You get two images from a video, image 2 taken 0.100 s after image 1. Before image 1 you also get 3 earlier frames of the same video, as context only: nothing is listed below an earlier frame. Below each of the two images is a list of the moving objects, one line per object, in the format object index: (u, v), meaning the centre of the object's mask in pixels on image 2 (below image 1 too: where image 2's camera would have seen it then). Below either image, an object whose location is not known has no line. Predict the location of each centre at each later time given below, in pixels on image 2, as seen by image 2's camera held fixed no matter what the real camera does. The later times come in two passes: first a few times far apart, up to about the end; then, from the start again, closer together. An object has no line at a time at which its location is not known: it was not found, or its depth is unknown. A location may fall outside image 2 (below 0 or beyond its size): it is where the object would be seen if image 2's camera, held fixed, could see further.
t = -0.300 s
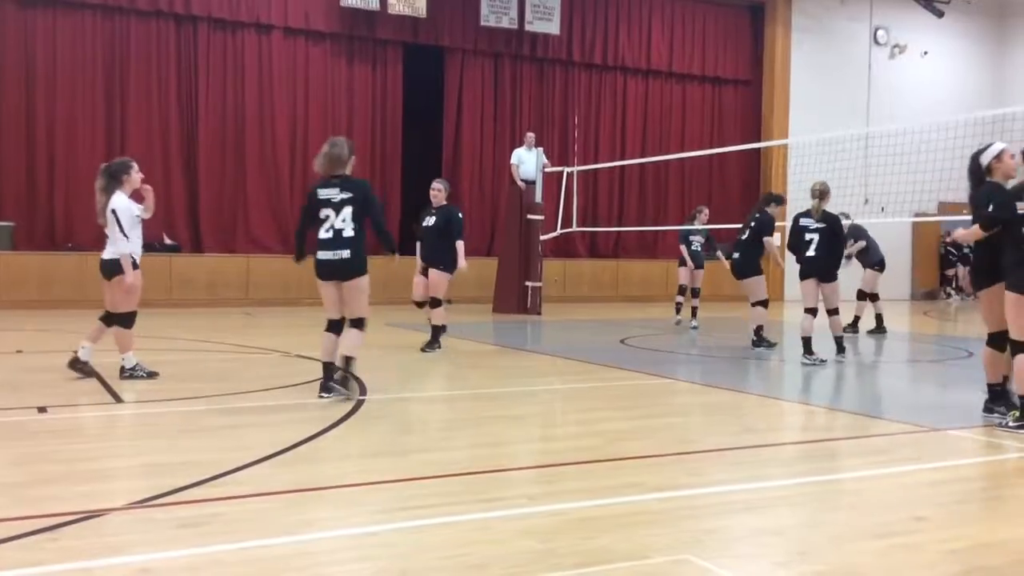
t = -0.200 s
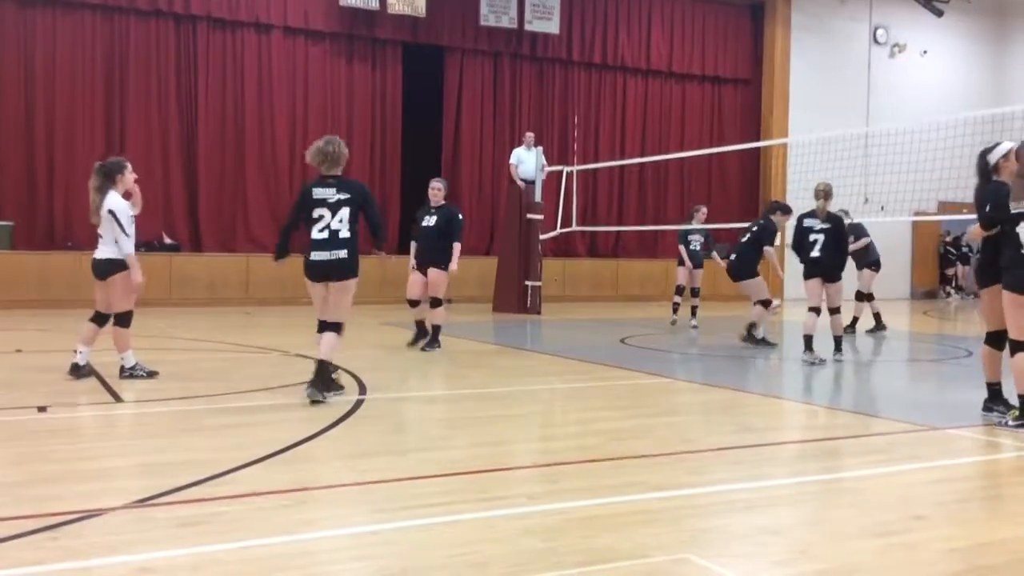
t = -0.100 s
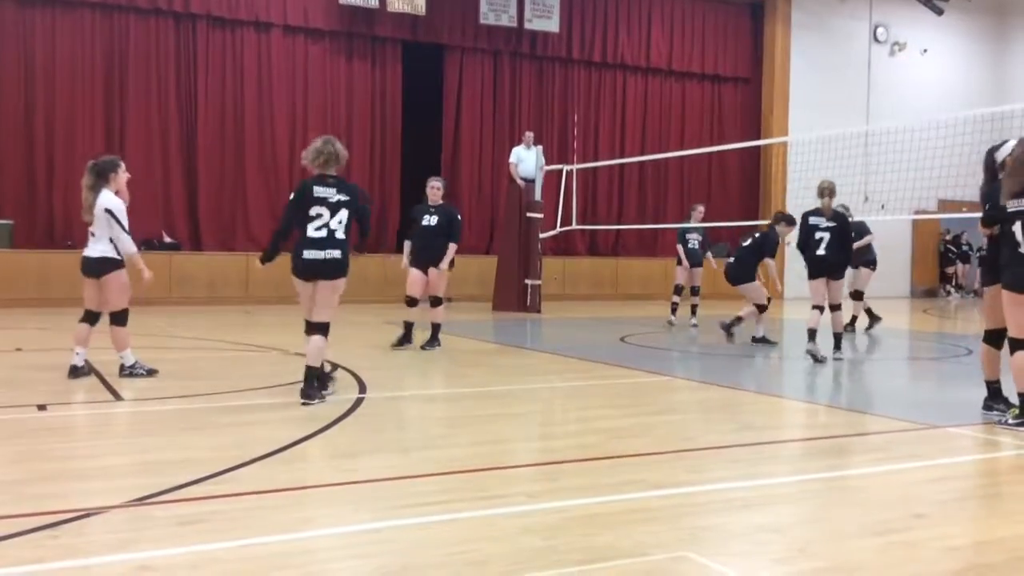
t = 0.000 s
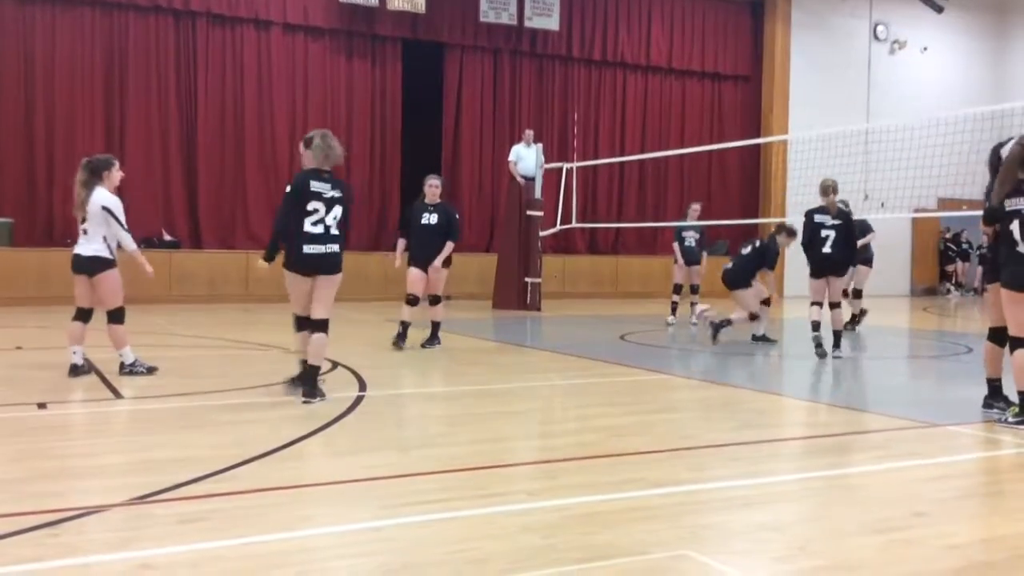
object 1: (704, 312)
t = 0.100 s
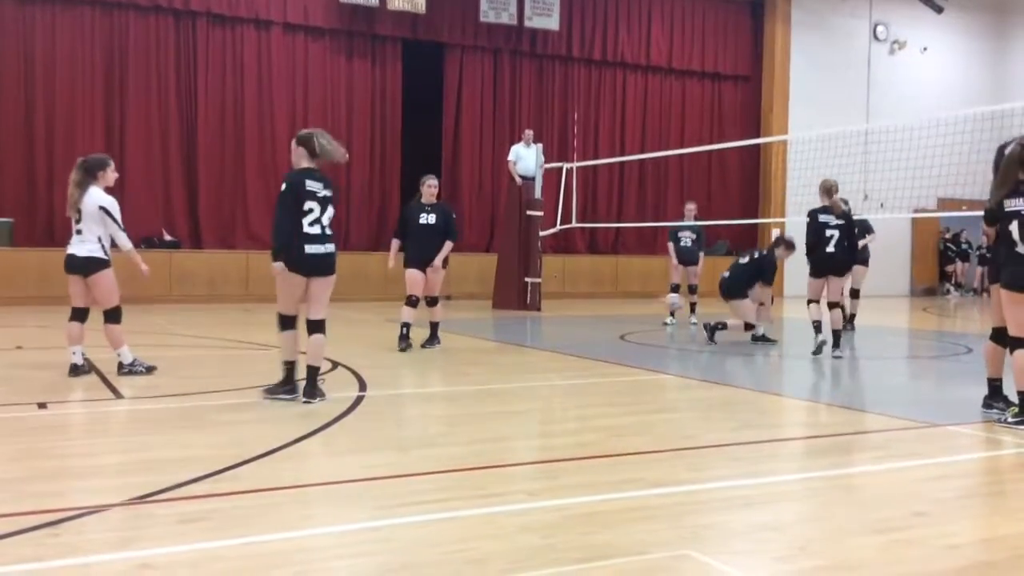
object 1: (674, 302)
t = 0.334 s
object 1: (604, 312)
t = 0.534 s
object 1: (536, 318)
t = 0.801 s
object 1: (435, 327)
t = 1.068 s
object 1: (320, 329)
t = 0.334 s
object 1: (604, 312)
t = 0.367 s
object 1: (592, 318)
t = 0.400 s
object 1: (582, 327)
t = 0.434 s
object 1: (569, 335)
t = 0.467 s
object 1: (557, 327)
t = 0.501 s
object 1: (547, 320)
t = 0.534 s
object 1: (536, 318)
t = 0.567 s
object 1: (524, 316)
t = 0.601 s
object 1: (512, 315)
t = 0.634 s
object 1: (499, 312)
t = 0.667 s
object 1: (487, 311)
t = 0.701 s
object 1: (474, 314)
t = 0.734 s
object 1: (462, 318)
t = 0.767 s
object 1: (448, 322)
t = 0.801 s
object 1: (435, 327)
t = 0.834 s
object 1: (429, 334)
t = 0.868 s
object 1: (410, 343)
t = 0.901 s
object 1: (395, 341)
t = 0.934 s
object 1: (381, 335)
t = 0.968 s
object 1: (368, 333)
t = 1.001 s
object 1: (349, 330)
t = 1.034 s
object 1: (335, 328)
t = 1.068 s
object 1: (320, 329)
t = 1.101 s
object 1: (306, 330)
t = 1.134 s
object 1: (291, 332)
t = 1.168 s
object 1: (273, 338)
